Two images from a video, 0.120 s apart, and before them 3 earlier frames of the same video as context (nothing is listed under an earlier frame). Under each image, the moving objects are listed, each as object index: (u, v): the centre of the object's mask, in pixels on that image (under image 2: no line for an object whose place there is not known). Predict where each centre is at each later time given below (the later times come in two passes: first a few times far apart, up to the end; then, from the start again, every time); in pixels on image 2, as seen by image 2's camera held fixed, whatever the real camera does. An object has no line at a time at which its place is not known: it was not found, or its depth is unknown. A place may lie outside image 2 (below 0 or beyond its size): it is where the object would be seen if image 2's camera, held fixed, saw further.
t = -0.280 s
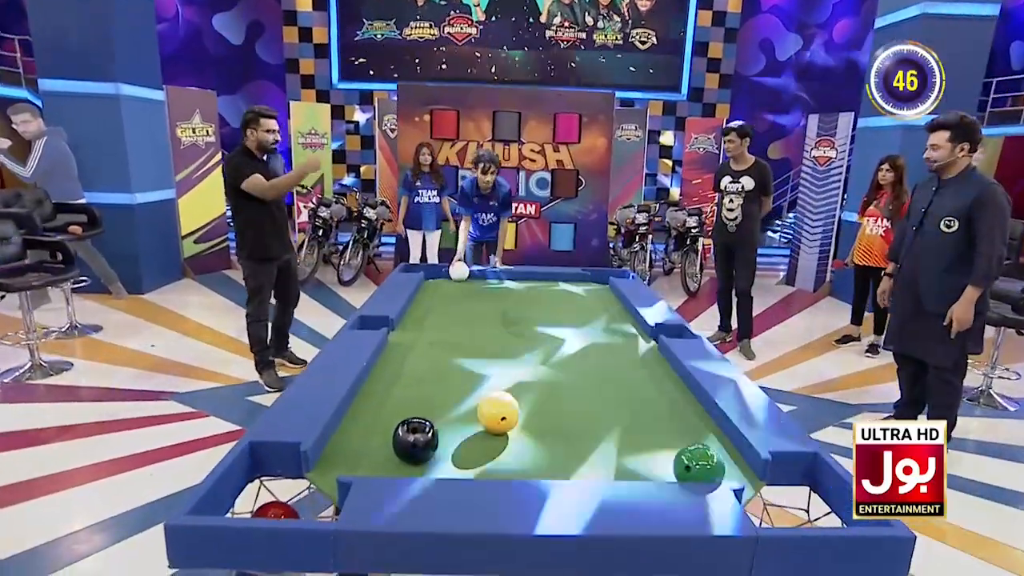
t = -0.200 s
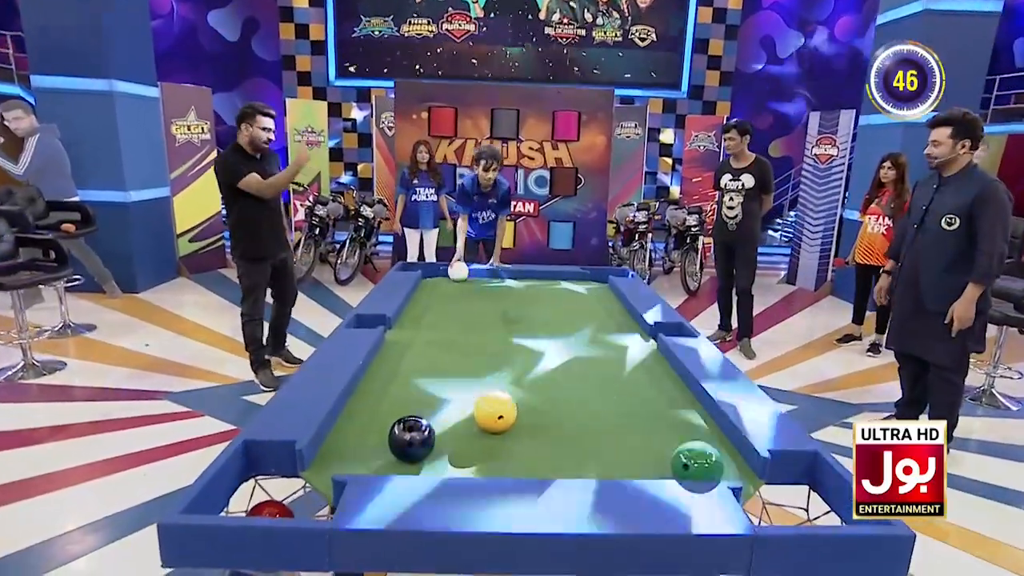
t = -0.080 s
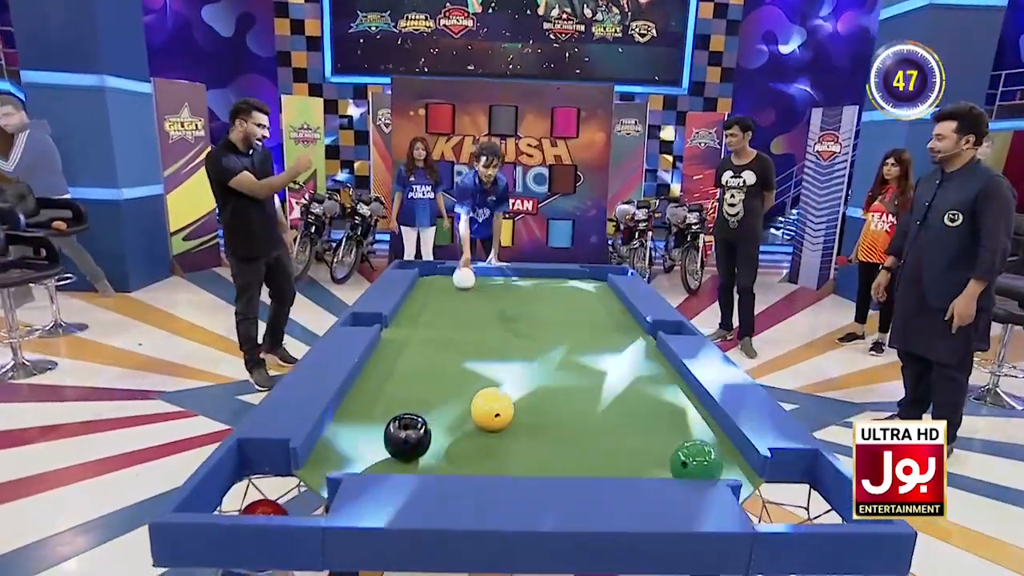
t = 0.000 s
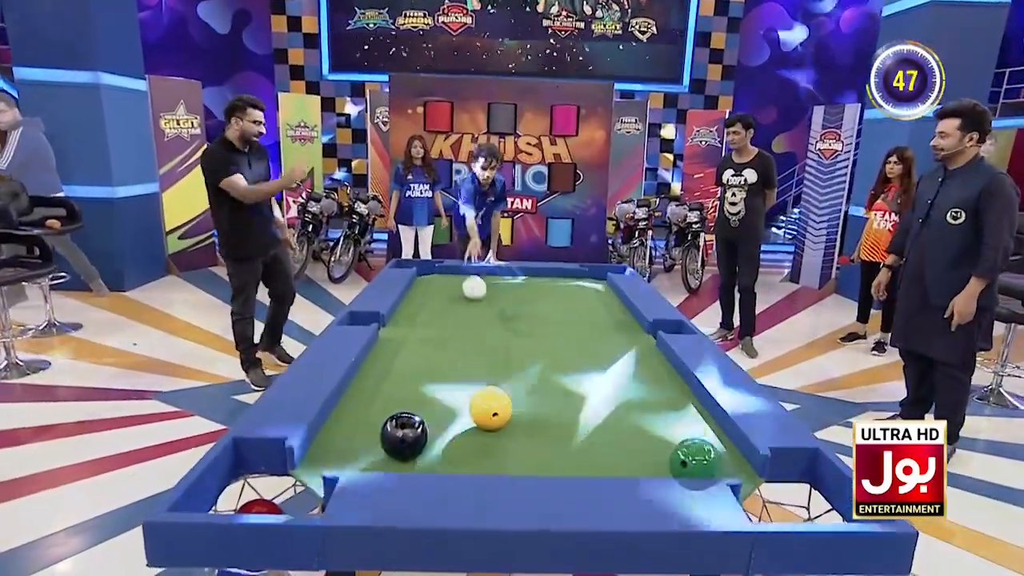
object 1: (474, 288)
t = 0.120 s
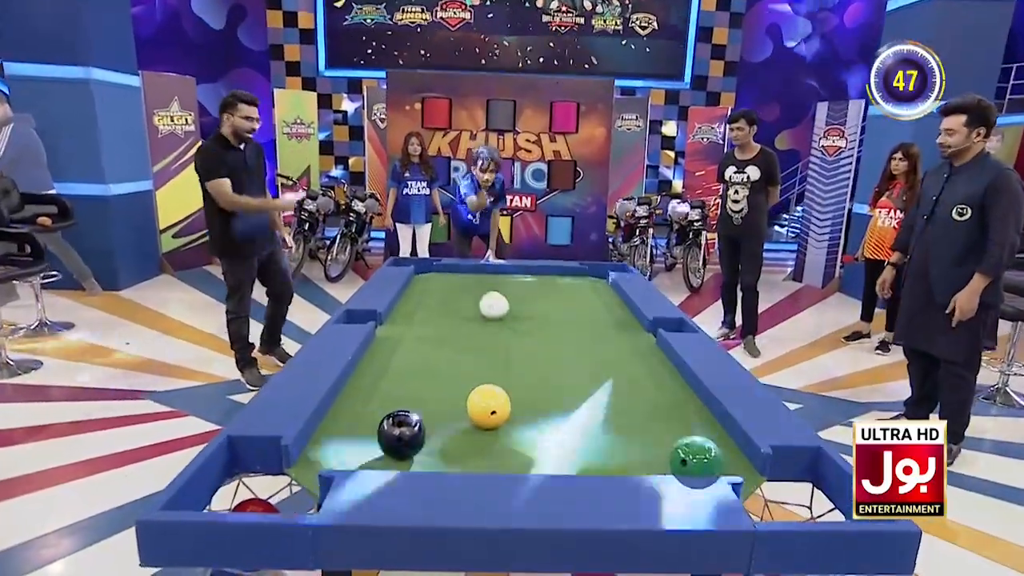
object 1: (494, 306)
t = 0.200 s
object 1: (510, 320)
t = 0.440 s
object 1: (570, 374)
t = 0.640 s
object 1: (639, 442)
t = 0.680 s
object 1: (636, 447)
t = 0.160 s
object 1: (502, 313)
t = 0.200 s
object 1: (510, 320)
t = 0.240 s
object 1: (518, 327)
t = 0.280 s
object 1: (527, 335)
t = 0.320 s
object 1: (537, 344)
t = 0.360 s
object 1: (548, 353)
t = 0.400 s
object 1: (558, 364)
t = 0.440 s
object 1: (570, 374)
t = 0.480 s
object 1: (583, 386)
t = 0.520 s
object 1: (598, 399)
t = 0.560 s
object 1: (614, 415)
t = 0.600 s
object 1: (631, 428)
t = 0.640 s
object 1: (639, 442)
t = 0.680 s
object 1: (636, 447)
